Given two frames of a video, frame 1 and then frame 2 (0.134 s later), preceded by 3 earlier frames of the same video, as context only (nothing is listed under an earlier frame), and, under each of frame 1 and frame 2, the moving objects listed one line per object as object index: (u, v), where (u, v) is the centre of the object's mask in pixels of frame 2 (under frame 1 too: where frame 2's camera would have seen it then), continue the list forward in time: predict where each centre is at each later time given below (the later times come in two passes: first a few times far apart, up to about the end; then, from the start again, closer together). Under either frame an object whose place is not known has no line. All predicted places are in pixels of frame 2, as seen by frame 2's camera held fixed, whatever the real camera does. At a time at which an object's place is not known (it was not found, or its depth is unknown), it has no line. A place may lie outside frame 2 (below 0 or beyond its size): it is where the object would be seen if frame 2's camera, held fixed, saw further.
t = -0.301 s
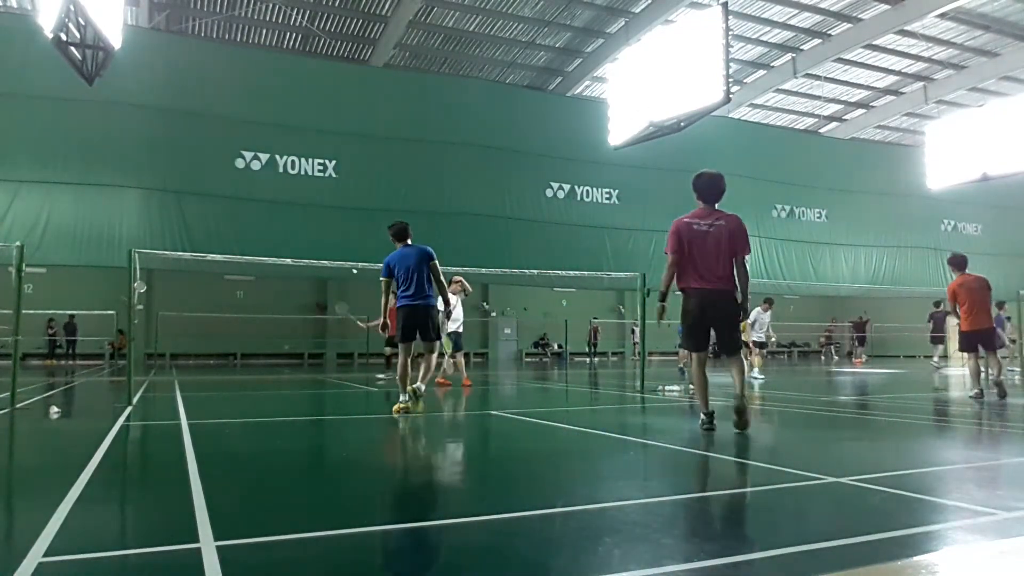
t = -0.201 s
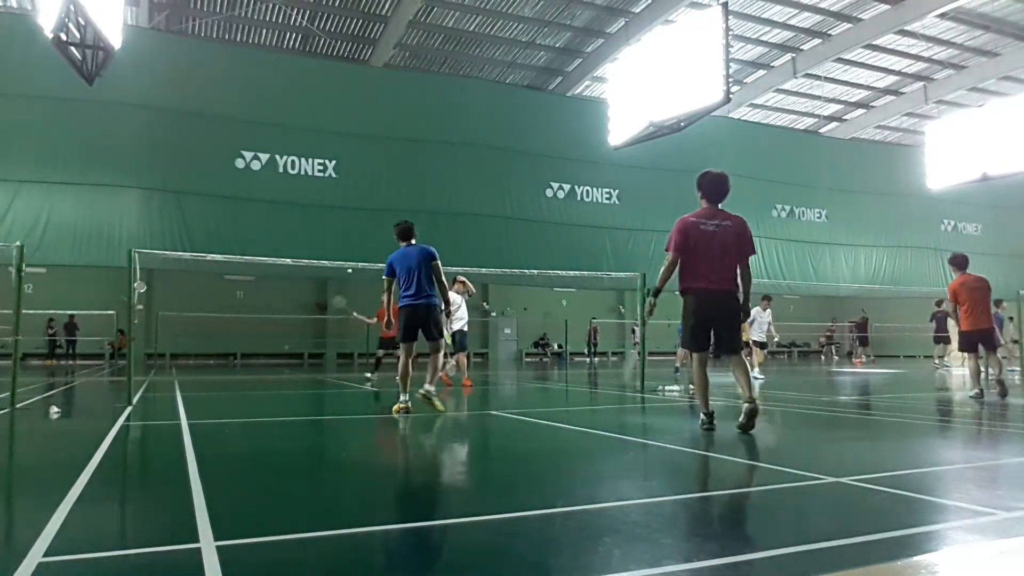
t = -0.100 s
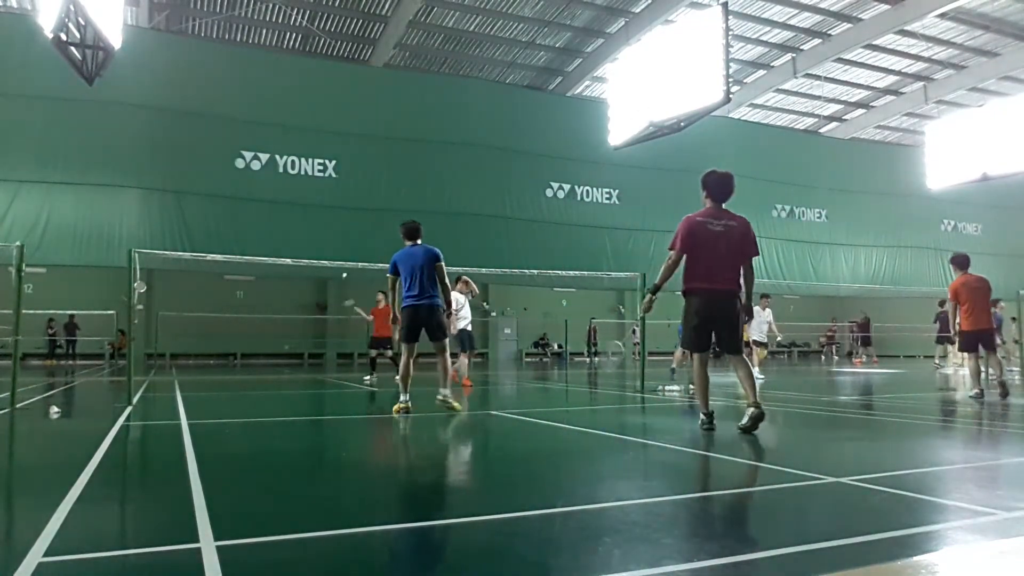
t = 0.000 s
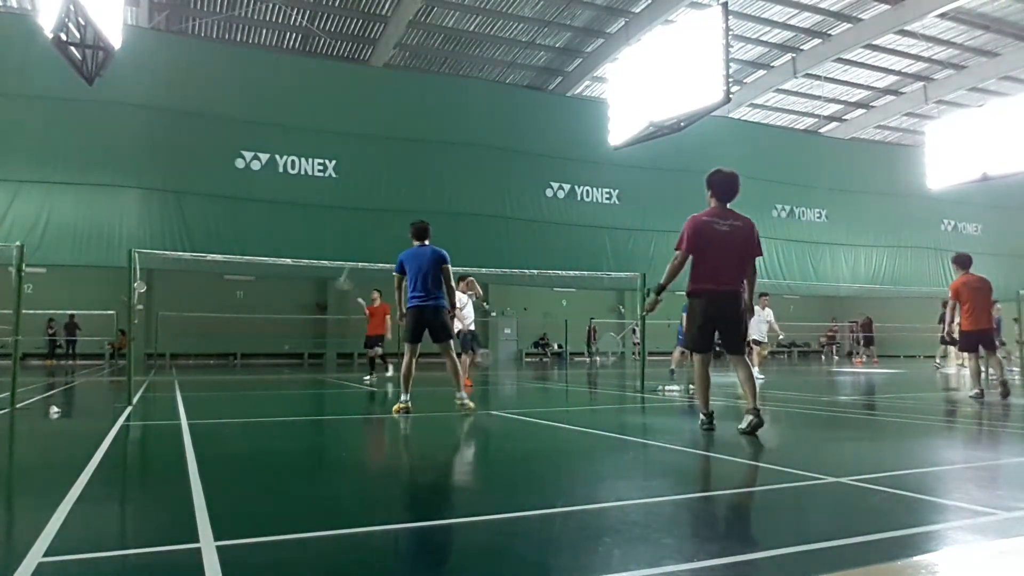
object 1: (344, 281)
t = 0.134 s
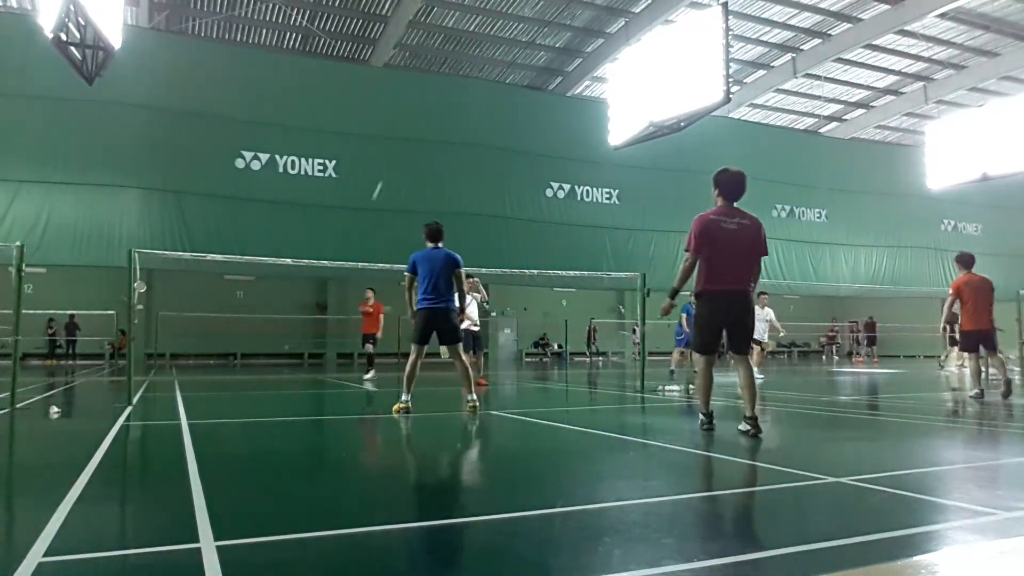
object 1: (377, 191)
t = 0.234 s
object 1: (397, 145)
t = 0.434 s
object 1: (434, 79)
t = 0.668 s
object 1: (471, 42)
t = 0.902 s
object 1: (503, 47)
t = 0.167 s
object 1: (384, 174)
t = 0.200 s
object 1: (391, 159)
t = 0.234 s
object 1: (397, 145)
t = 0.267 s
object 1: (404, 131)
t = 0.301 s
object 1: (410, 119)
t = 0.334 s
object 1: (416, 107)
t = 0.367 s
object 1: (422, 97)
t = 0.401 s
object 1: (428, 87)
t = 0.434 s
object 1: (434, 79)
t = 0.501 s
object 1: (445, 64)
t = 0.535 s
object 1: (450, 58)
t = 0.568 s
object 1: (455, 53)
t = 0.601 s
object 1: (460, 49)
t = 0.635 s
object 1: (466, 45)
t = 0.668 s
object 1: (471, 42)
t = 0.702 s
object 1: (475, 41)
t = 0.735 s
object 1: (480, 39)
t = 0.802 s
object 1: (490, 40)
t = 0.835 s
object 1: (495, 42)
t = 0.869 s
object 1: (499, 44)
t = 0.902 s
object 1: (503, 47)
